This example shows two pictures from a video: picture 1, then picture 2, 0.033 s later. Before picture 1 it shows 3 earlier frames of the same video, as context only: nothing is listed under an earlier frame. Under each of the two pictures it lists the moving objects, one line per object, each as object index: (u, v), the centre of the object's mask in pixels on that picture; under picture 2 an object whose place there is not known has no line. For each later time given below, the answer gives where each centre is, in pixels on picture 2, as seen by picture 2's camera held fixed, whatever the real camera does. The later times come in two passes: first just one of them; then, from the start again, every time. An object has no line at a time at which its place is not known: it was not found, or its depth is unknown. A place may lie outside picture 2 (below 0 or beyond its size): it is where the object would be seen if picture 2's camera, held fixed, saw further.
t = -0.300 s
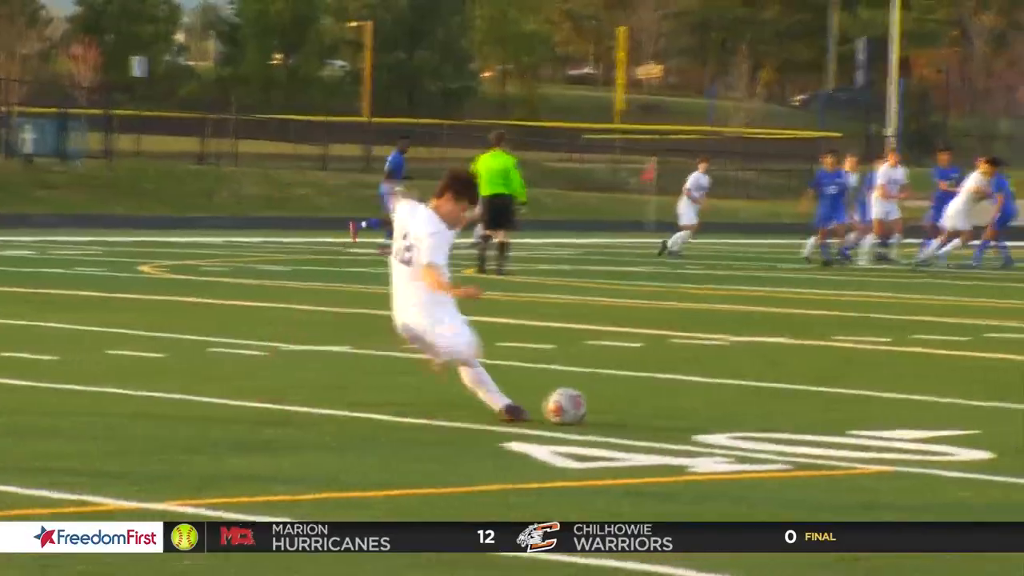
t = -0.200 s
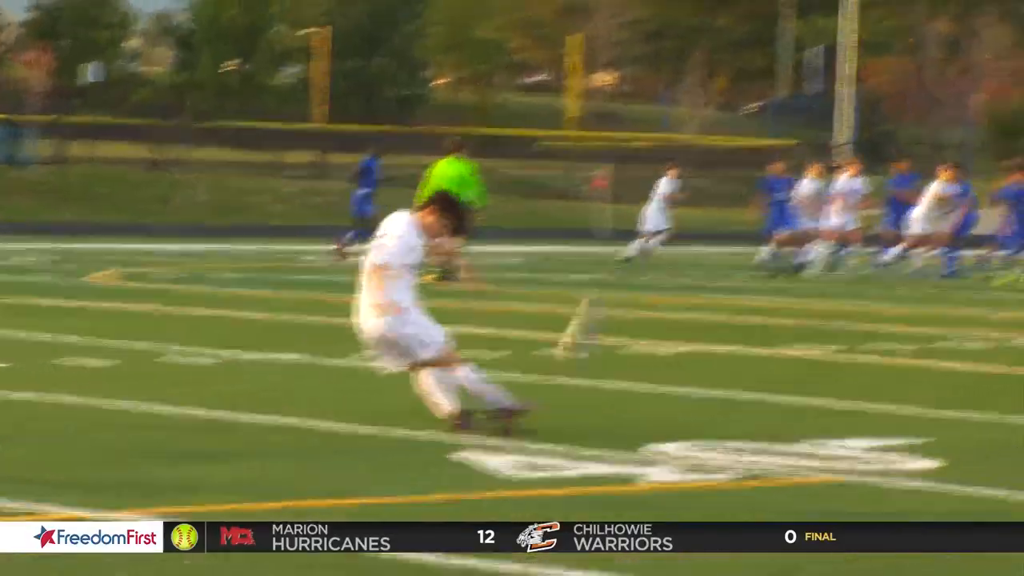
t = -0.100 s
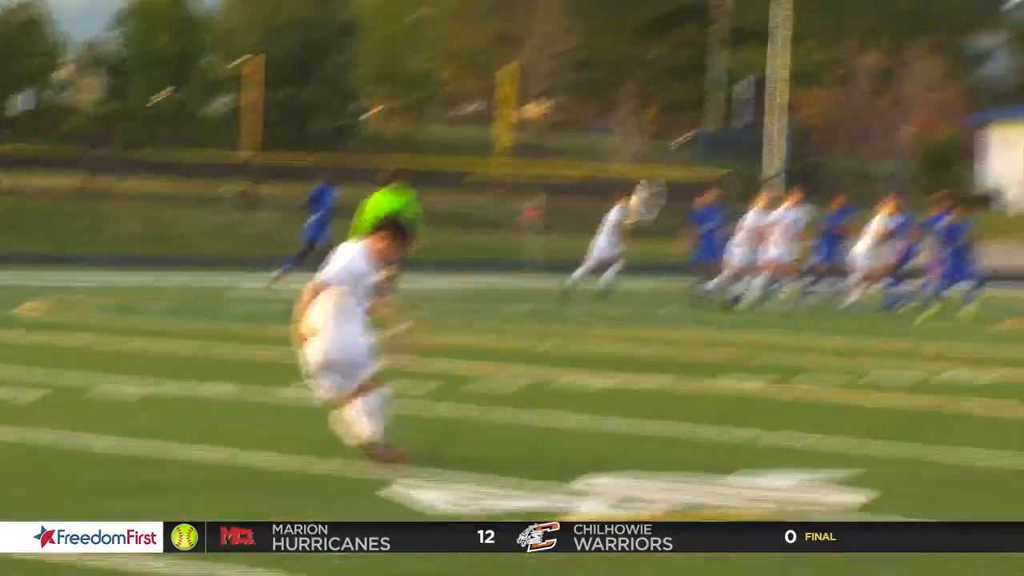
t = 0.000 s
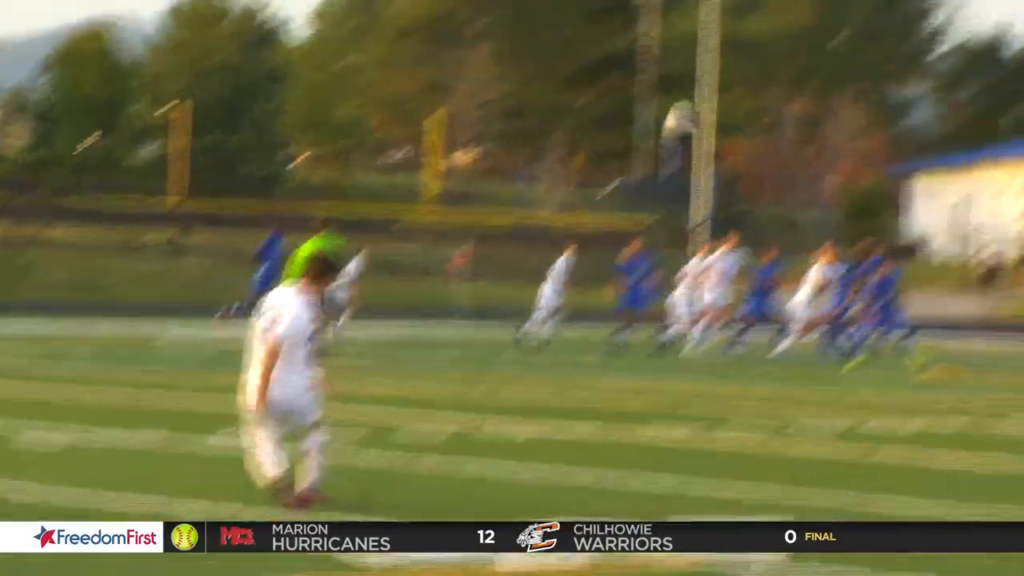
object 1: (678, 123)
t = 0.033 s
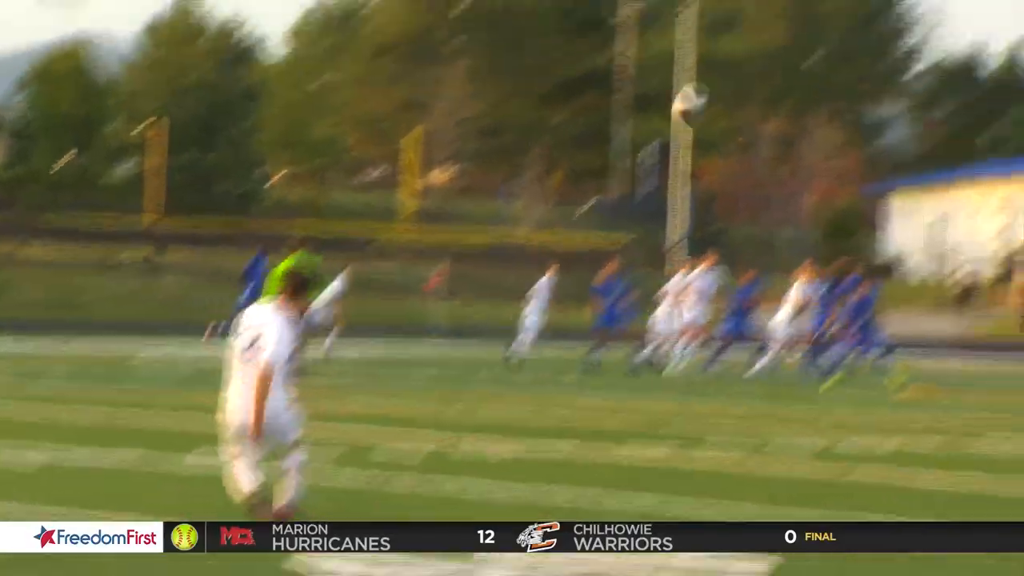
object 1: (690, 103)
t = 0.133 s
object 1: (777, 2)
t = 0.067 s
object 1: (720, 66)
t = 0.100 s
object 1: (749, 32)
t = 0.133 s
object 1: (777, 2)
